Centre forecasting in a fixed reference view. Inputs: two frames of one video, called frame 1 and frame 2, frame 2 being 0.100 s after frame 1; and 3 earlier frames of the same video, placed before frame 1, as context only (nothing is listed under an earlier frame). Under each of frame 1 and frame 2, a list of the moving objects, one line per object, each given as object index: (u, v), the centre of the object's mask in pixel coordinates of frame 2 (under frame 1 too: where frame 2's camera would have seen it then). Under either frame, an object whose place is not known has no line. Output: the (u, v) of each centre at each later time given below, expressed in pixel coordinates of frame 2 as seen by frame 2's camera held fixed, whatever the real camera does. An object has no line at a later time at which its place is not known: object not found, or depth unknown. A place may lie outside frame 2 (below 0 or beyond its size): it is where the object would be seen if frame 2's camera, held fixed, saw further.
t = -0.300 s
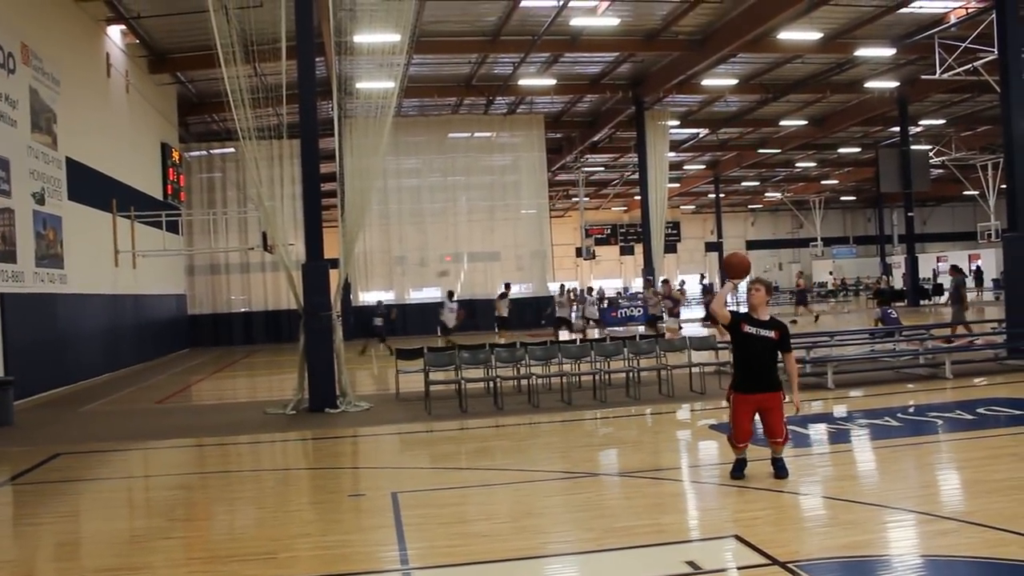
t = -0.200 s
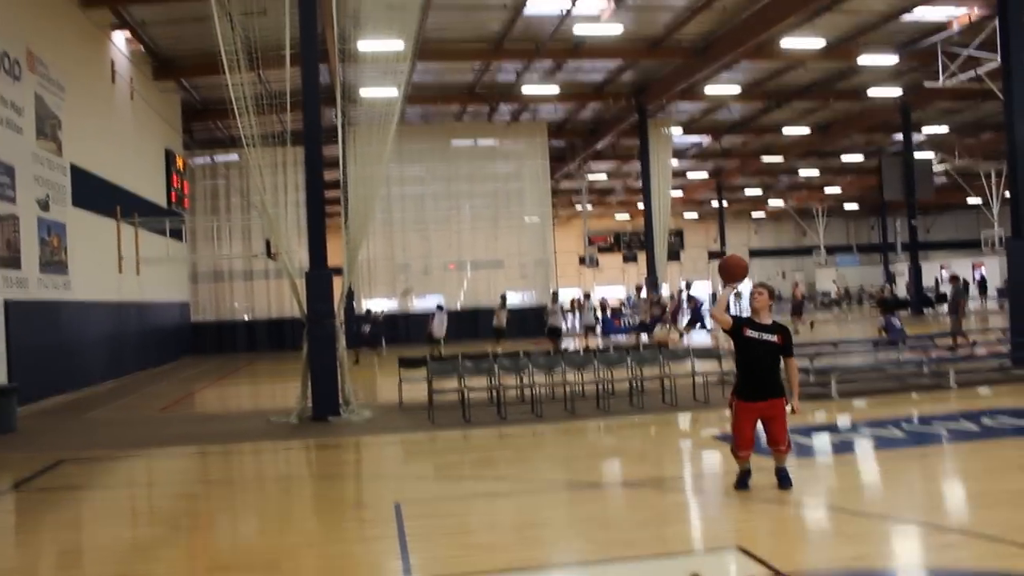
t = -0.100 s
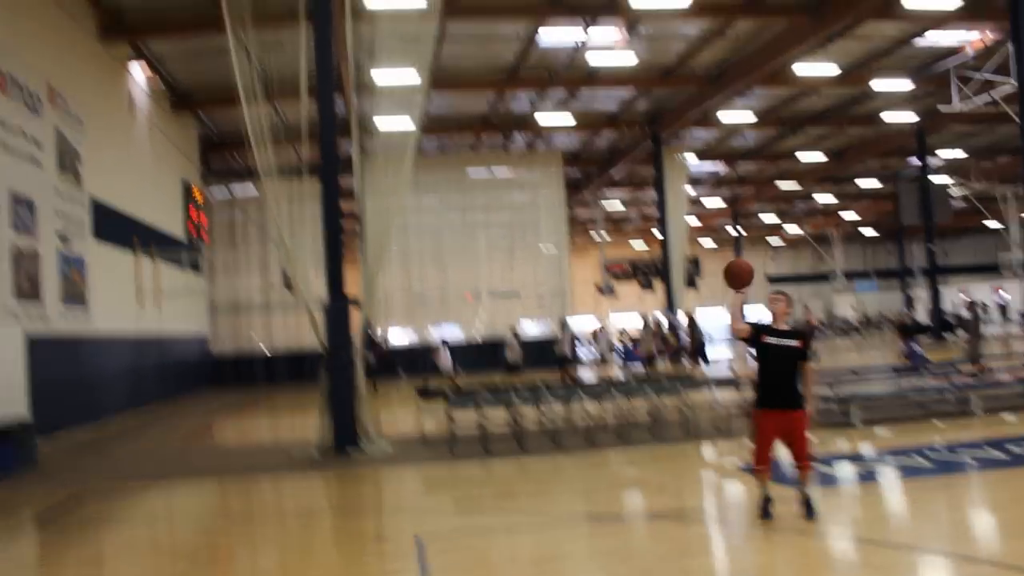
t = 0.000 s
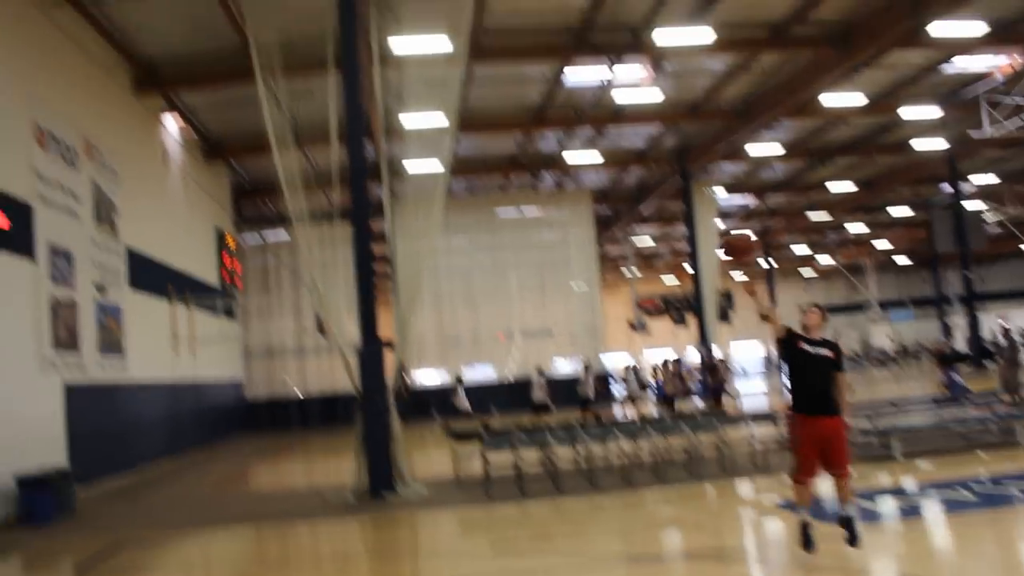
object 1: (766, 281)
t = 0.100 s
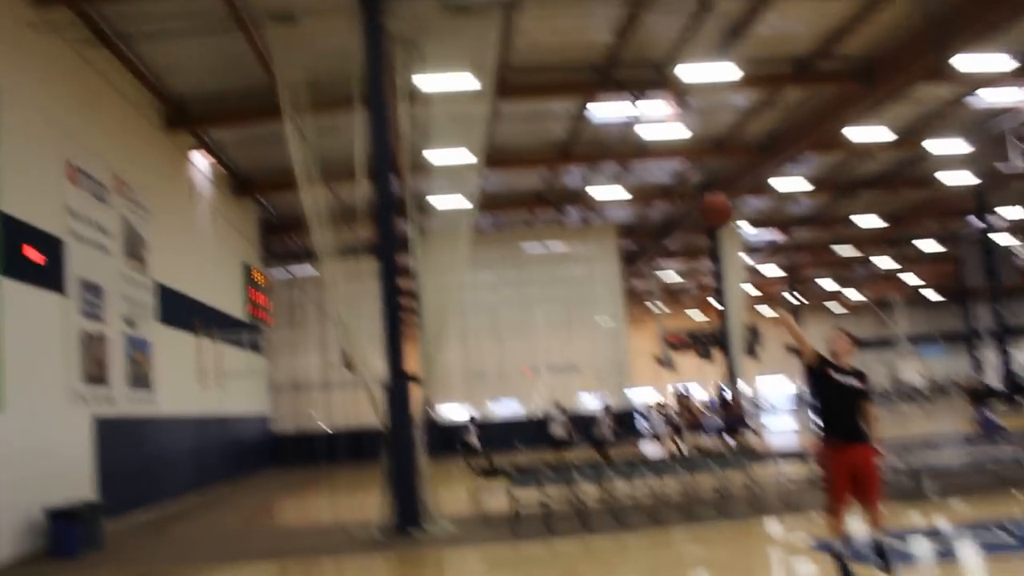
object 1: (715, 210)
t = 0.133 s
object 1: (703, 188)
